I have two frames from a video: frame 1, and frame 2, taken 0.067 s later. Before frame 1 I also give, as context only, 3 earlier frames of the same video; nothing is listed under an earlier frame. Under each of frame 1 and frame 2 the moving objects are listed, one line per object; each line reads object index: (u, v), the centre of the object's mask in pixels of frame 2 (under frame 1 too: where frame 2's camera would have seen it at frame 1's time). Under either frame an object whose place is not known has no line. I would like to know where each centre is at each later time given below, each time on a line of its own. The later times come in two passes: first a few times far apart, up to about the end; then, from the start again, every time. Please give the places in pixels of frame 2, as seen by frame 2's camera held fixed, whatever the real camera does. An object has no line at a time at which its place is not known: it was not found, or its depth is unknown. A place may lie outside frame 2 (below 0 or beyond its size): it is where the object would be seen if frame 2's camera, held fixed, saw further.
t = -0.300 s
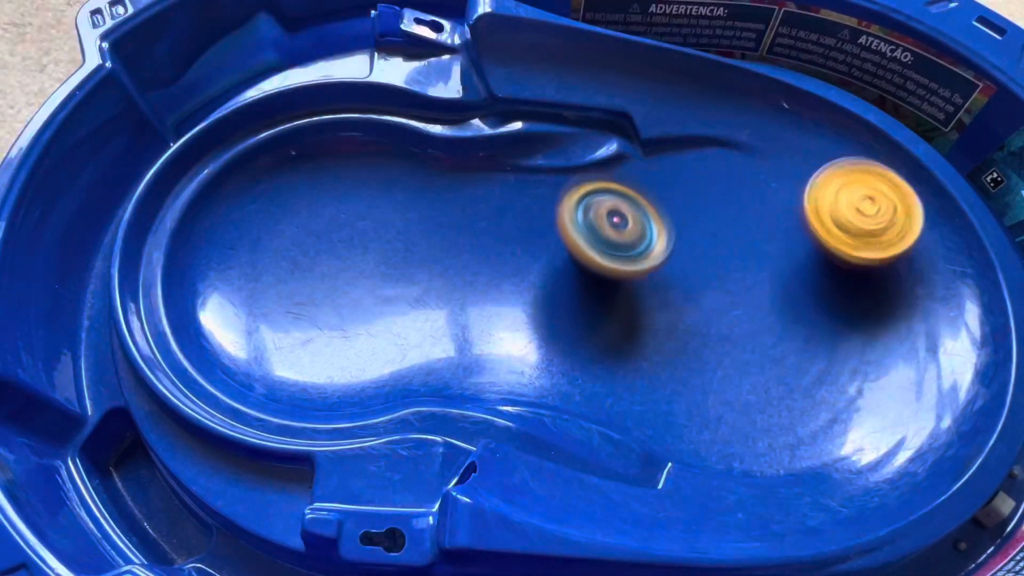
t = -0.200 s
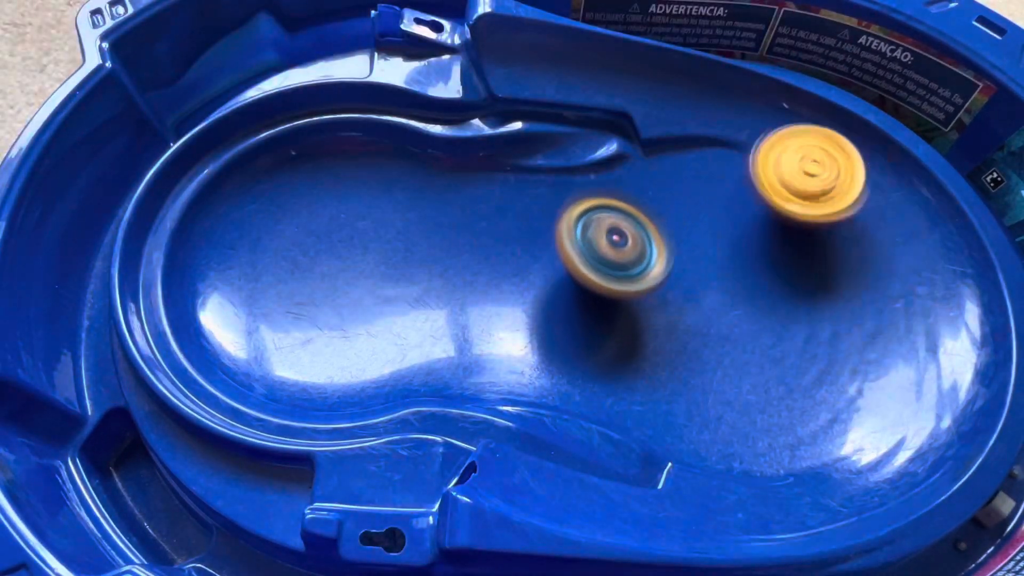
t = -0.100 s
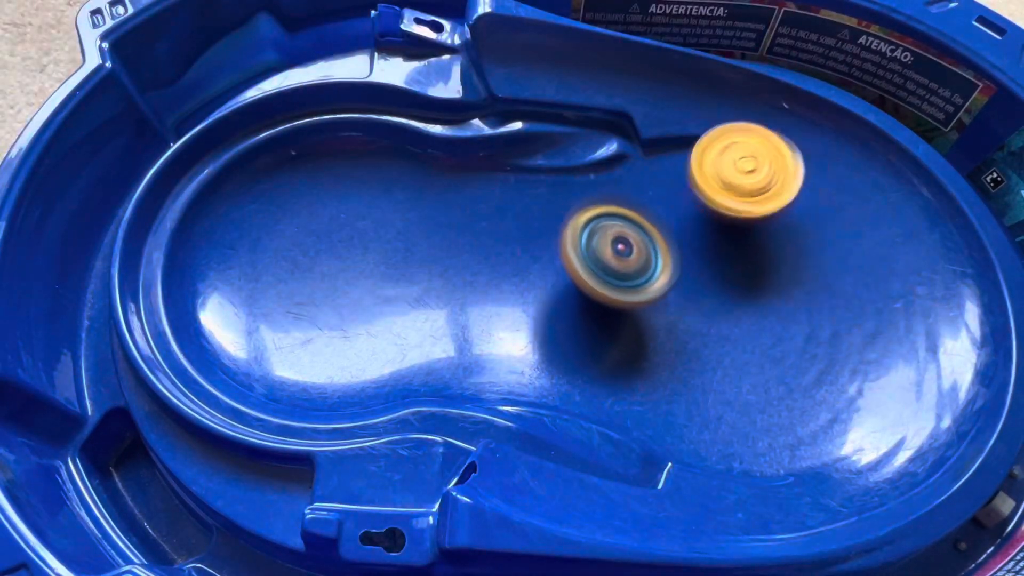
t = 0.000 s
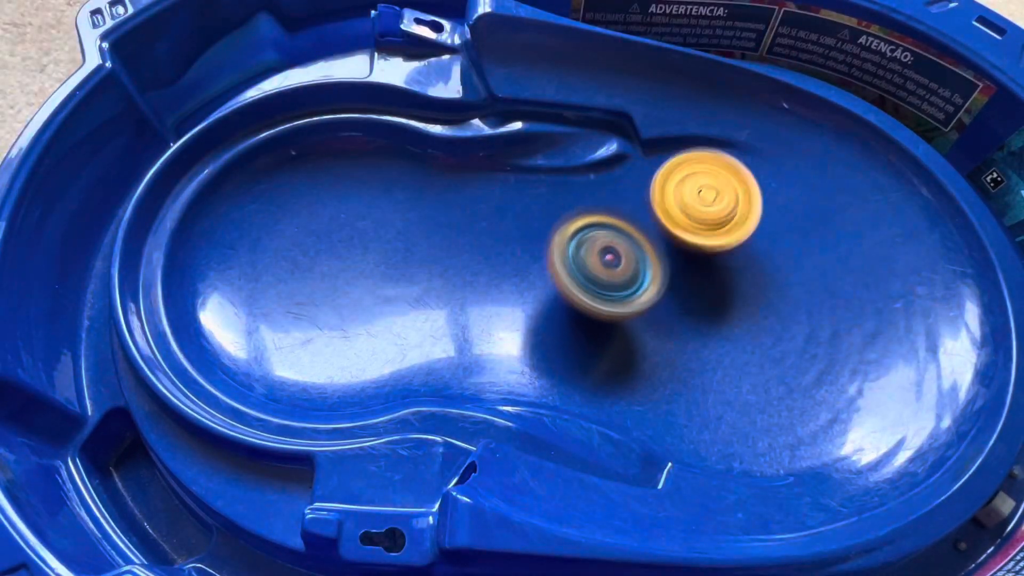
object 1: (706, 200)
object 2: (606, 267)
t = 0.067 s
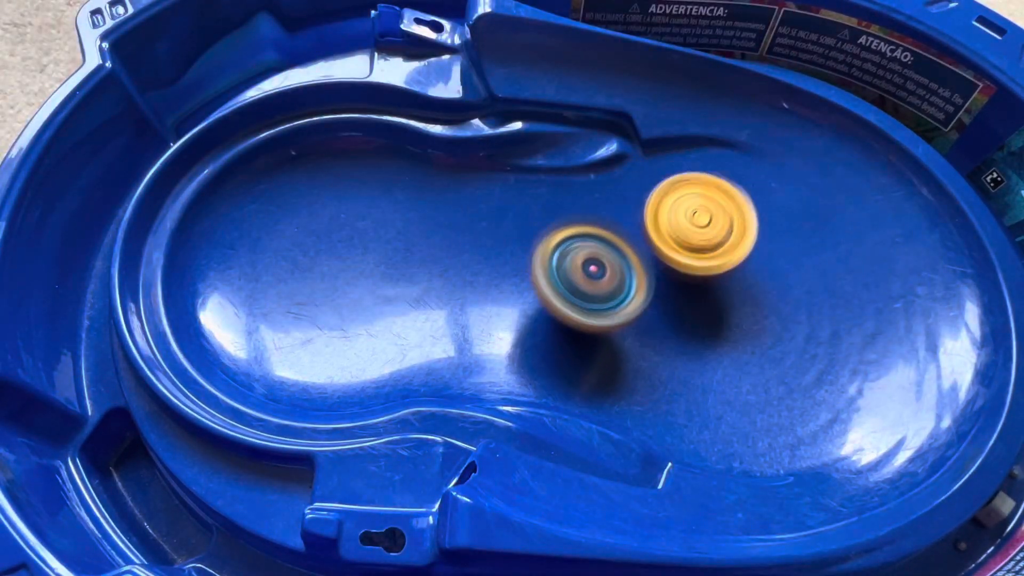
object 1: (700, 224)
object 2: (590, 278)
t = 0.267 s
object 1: (794, 344)
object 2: (531, 239)
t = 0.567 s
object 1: (912, 307)
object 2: (380, 235)
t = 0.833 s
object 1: (705, 270)
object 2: (264, 204)
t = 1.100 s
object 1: (575, 294)
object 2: (323, 226)
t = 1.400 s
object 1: (550, 241)
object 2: (367, 228)
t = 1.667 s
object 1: (539, 230)
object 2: (407, 226)
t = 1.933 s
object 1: (755, 339)
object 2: (392, 246)
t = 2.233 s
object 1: (931, 231)
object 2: (393, 267)
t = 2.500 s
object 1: (725, 224)
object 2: (396, 274)
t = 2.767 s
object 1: (610, 351)
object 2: (394, 268)
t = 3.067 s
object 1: (710, 349)
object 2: (385, 251)
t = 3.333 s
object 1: (744, 196)
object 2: (374, 232)
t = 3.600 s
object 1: (721, 157)
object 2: (363, 215)
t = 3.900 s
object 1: (740, 286)
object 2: (352, 207)
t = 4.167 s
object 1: (832, 391)
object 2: (343, 216)
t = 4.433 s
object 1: (805, 343)
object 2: (341, 237)
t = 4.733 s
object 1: (660, 225)
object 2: (341, 258)
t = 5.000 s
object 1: (588, 212)
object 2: (342, 269)
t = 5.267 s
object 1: (646, 294)
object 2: (341, 271)
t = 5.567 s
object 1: (860, 337)
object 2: (341, 262)
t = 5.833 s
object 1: (866, 256)
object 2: (345, 251)
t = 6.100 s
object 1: (711, 230)
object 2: (351, 241)
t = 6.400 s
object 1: (593, 290)
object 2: (362, 237)
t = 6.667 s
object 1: (620, 303)
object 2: (369, 243)
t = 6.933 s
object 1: (726, 278)
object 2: (372, 255)
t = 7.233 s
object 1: (813, 237)
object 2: (374, 262)
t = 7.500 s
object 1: (789, 253)
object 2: (368, 262)
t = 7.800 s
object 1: (705, 315)
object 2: (361, 249)
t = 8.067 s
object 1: (676, 315)
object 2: (355, 237)
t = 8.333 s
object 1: (701, 254)
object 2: (354, 230)
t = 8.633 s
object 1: (754, 238)
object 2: (356, 230)
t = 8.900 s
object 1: (782, 281)
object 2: (355, 240)
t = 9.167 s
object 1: (757, 321)
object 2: (351, 251)
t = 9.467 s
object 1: (703, 298)
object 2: (344, 258)
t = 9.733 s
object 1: (683, 242)
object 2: (339, 256)
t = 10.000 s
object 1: (717, 252)
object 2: (340, 249)
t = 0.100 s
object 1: (699, 237)
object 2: (589, 280)
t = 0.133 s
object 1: (701, 253)
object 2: (589, 281)
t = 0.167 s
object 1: (708, 269)
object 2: (592, 280)
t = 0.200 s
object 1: (735, 296)
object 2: (570, 264)
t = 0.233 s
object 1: (765, 323)
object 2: (549, 251)
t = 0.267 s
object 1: (794, 344)
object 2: (531, 239)
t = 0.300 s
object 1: (823, 360)
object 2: (517, 230)
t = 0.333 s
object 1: (850, 370)
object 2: (502, 225)
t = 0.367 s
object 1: (876, 376)
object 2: (488, 224)
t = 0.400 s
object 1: (900, 376)
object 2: (473, 227)
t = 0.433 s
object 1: (919, 367)
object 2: (456, 230)
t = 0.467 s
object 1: (930, 355)
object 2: (437, 233)
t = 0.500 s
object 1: (931, 338)
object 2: (418, 236)
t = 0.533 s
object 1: (925, 323)
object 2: (399, 235)
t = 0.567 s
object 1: (912, 307)
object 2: (380, 235)
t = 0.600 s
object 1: (894, 296)
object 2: (361, 233)
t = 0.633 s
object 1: (872, 287)
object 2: (344, 230)
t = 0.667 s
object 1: (847, 281)
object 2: (327, 225)
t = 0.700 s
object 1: (821, 276)
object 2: (310, 219)
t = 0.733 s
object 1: (793, 272)
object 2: (295, 212)
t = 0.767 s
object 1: (763, 270)
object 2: (281, 208)
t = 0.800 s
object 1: (733, 269)
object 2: (271, 205)
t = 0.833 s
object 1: (705, 270)
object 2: (264, 204)
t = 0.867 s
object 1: (679, 274)
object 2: (264, 205)
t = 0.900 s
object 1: (655, 277)
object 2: (267, 208)
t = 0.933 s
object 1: (634, 281)
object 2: (274, 211)
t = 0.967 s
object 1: (616, 286)
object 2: (282, 214)
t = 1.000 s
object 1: (601, 290)
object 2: (293, 216)
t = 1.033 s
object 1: (589, 294)
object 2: (303, 220)
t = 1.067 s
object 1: (582, 296)
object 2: (314, 223)
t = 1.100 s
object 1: (575, 294)
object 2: (323, 226)
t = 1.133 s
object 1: (569, 292)
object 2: (332, 229)
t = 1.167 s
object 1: (565, 289)
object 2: (341, 232)
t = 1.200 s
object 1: (563, 285)
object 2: (348, 233)
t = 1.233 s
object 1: (560, 279)
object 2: (354, 234)
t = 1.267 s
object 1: (558, 272)
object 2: (358, 235)
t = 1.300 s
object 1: (556, 265)
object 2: (361, 235)
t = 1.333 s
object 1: (554, 258)
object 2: (363, 234)
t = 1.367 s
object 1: (551, 249)
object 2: (365, 232)
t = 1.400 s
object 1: (550, 241)
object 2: (367, 228)
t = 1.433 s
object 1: (546, 235)
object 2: (371, 225)
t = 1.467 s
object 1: (545, 229)
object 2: (376, 222)
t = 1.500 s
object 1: (543, 224)
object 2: (381, 220)
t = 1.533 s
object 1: (539, 221)
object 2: (386, 218)
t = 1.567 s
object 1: (538, 219)
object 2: (392, 218)
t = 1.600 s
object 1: (538, 221)
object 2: (397, 220)
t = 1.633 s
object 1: (538, 225)
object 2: (403, 223)
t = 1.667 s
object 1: (539, 230)
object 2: (407, 226)
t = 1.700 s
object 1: (552, 240)
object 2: (401, 228)
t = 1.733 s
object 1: (568, 253)
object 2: (398, 230)
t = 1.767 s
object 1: (592, 269)
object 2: (396, 233)
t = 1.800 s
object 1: (620, 286)
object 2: (395, 235)
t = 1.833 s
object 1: (651, 304)
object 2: (394, 238)
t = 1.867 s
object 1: (686, 316)
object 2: (393, 241)
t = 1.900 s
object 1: (718, 327)
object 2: (393, 244)
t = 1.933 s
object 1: (755, 339)
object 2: (392, 246)
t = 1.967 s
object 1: (791, 341)
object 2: (391, 249)
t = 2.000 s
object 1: (825, 342)
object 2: (391, 252)
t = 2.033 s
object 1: (861, 337)
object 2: (391, 254)
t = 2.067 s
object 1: (887, 328)
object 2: (391, 257)
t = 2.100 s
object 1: (915, 317)
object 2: (392, 259)
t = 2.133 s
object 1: (934, 295)
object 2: (392, 262)
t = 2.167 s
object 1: (943, 274)
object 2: (392, 264)
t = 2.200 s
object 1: (944, 251)
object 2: (393, 266)
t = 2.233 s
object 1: (931, 231)
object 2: (393, 267)
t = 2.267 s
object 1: (916, 217)
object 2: (393, 269)
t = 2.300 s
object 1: (892, 202)
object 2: (394, 270)
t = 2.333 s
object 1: (864, 196)
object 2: (394, 271)
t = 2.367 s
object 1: (837, 193)
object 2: (395, 272)
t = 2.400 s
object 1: (805, 198)
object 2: (395, 273)
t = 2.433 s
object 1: (779, 203)
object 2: (395, 273)
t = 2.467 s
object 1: (750, 212)
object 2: (396, 274)
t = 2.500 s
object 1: (725, 224)
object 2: (396, 274)
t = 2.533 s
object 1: (698, 237)
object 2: (396, 274)
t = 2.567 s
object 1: (676, 255)
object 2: (396, 275)
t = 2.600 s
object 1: (655, 269)
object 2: (396, 274)
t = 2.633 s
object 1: (636, 286)
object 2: (396, 274)
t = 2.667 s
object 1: (624, 302)
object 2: (396, 273)
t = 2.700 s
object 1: (614, 321)
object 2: (395, 272)
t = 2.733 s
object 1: (611, 336)
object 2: (395, 270)
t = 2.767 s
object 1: (610, 351)
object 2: (394, 268)
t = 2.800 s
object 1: (613, 363)
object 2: (393, 267)
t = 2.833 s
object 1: (622, 377)
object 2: (392, 265)
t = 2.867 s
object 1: (634, 384)
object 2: (391, 264)
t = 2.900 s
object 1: (652, 385)
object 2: (390, 262)
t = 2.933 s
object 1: (667, 384)
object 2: (389, 260)
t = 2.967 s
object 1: (680, 384)
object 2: (388, 258)
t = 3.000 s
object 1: (692, 376)
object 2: (387, 256)
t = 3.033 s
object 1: (702, 366)
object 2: (386, 254)
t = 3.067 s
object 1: (710, 349)
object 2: (385, 251)
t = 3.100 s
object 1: (720, 336)
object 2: (385, 249)
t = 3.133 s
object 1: (728, 316)
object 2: (384, 246)
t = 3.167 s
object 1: (736, 297)
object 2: (382, 244)
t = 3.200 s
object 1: (740, 274)
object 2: (380, 241)
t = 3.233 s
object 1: (744, 256)
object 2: (378, 239)
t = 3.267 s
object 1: (745, 232)
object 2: (377, 237)
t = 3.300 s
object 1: (747, 215)
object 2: (375, 234)
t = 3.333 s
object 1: (744, 196)
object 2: (374, 232)
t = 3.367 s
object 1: (744, 183)
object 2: (372, 229)
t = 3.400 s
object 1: (740, 169)
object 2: (371, 227)
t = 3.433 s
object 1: (738, 159)
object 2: (369, 225)
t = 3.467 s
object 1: (731, 153)
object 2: (368, 222)
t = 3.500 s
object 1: (730, 151)
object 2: (367, 220)
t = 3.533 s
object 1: (726, 149)
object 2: (365, 218)
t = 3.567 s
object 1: (723, 152)
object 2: (364, 216)
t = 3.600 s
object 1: (721, 157)
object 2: (363, 215)
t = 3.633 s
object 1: (719, 163)
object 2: (361, 213)
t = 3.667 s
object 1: (716, 170)
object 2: (360, 212)
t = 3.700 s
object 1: (715, 182)
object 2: (359, 211)
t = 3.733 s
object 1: (715, 197)
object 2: (358, 210)
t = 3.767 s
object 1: (719, 212)
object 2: (357, 209)
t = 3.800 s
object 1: (720, 229)
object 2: (356, 208)
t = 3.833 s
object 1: (725, 248)
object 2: (354, 208)
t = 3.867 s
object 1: (733, 270)
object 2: (353, 207)
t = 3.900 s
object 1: (740, 286)
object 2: (352, 207)
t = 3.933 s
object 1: (750, 308)
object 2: (350, 207)
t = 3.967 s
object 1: (762, 327)
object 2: (349, 207)
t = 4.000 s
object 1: (778, 343)
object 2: (348, 207)
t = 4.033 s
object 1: (789, 358)
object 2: (346, 209)
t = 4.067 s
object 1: (802, 372)
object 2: (345, 211)
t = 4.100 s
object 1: (816, 381)
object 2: (344, 213)
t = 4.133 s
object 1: (825, 386)
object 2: (343, 214)
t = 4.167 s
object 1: (832, 391)
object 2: (343, 216)
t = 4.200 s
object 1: (841, 393)
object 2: (342, 219)
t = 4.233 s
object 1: (839, 389)
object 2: (342, 222)
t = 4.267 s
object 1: (836, 383)
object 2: (342, 224)
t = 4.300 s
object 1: (837, 379)
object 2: (341, 227)
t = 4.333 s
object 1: (834, 372)
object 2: (342, 229)
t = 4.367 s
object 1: (826, 364)
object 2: (341, 232)
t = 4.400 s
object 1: (817, 356)
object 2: (341, 234)
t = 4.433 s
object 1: (805, 343)
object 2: (341, 237)
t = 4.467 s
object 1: (792, 330)
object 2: (341, 239)
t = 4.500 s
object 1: (777, 318)
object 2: (340, 242)
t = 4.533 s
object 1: (761, 302)
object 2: (341, 245)
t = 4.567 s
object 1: (746, 288)
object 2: (340, 247)
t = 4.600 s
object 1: (727, 274)
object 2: (340, 250)
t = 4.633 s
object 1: (711, 259)
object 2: (341, 252)
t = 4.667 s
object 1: (693, 247)
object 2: (341, 254)
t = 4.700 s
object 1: (674, 234)
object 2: (341, 256)
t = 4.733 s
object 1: (660, 225)
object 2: (341, 258)
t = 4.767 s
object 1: (645, 217)
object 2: (341, 260)
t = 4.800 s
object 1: (630, 210)
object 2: (341, 261)
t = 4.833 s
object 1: (620, 207)
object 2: (341, 262)
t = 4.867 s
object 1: (611, 205)
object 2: (341, 264)
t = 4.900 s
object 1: (601, 204)
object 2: (341, 265)
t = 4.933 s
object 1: (597, 207)
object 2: (341, 266)
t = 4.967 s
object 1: (591, 208)
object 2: (341, 268)
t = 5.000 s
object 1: (588, 212)
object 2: (342, 269)
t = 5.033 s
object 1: (587, 218)
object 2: (341, 270)
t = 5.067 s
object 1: (586, 222)
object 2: (342, 271)
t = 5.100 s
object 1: (588, 231)
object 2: (342, 270)
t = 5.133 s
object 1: (593, 243)
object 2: (341, 271)
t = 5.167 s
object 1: (600, 252)
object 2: (341, 272)
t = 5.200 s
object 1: (613, 267)
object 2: (341, 272)
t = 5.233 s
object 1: (630, 283)
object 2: (341, 272)
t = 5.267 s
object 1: (646, 294)
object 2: (341, 271)
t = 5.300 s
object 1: (671, 309)
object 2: (340, 271)
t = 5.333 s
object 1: (697, 322)
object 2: (340, 271)
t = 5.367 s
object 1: (718, 331)
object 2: (340, 270)
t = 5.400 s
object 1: (745, 339)
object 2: (340, 269)
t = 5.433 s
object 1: (773, 344)
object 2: (339, 268)
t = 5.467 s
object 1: (795, 346)
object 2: (340, 267)
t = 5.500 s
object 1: (820, 345)
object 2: (340, 265)
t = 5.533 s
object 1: (844, 341)
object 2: (340, 264)
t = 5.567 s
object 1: (860, 337)
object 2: (341, 262)
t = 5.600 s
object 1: (876, 326)
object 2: (341, 261)
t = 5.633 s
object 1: (887, 316)
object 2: (342, 260)
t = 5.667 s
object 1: (892, 308)
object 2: (341, 259)
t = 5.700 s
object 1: (894, 295)
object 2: (342, 257)
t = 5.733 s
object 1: (892, 283)
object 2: (342, 255)
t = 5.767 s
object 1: (887, 275)
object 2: (343, 254)
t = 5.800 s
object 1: (878, 265)
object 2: (344, 252)
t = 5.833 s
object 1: (866, 256)
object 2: (345, 251)
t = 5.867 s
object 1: (853, 249)
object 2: (346, 249)
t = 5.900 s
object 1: (837, 243)
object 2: (346, 248)
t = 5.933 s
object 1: (817, 237)
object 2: (347, 247)
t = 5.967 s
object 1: (799, 232)
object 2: (348, 246)
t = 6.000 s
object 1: (777, 229)
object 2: (349, 244)
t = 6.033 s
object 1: (756, 229)
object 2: (350, 243)
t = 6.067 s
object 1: (733, 228)
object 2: (351, 242)
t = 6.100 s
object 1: (711, 230)
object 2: (351, 241)
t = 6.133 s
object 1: (693, 235)
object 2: (353, 240)
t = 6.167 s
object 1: (672, 239)
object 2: (353, 240)
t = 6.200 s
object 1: (650, 245)
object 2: (355, 238)
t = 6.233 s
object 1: (635, 252)
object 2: (356, 238)
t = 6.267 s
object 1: (620, 259)
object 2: (357, 237)
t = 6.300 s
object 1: (608, 268)
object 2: (358, 237)
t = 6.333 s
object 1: (600, 277)
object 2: (360, 237)
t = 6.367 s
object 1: (595, 284)
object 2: (360, 237)
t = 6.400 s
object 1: (593, 290)
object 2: (362, 237)
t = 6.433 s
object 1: (592, 292)
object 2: (363, 238)
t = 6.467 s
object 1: (594, 299)
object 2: (364, 238)
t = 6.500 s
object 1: (595, 297)
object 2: (365, 239)
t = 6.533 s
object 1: (596, 297)
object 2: (366, 239)
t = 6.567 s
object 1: (602, 299)
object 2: (367, 240)
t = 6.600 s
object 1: (605, 301)
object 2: (368, 241)
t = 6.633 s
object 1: (610, 302)
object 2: (368, 242)
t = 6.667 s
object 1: (620, 303)
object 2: (369, 243)
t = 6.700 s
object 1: (628, 301)
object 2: (369, 245)
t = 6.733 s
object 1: (640, 302)
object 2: (369, 246)
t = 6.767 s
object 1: (654, 300)
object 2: (370, 247)
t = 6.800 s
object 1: (666, 298)
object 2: (370, 249)
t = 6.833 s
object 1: (682, 295)
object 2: (371, 250)
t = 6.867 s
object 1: (696, 288)
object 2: (371, 252)
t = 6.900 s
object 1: (712, 284)
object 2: (372, 253)
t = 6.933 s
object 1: (726, 278)
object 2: (372, 255)
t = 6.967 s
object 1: (738, 273)
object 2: (373, 255)
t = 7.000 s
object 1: (752, 267)
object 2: (374, 257)
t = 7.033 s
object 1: (762, 258)
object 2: (373, 257)
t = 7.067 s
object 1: (775, 254)
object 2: (375, 258)
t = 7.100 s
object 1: (786, 248)
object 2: (374, 259)
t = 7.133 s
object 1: (793, 244)
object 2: (375, 259)
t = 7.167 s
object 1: (801, 241)
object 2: (375, 261)
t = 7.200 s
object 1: (806, 236)
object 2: (374, 261)
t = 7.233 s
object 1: (813, 237)
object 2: (374, 262)
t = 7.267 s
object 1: (814, 235)
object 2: (373, 263)
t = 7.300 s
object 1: (813, 237)
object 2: (373, 263)
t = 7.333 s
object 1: (810, 234)
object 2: (372, 264)
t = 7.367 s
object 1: (808, 235)
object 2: (372, 263)
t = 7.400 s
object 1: (808, 240)
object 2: (371, 264)
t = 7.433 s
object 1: (801, 242)
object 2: (370, 263)
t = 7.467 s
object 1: (796, 248)
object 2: (369, 262)
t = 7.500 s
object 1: (789, 253)
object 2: (368, 262)
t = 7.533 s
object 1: (779, 260)
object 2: (367, 260)
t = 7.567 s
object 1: (772, 267)
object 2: (366, 260)
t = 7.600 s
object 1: (761, 273)
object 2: (365, 258)
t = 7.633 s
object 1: (751, 282)
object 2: (365, 256)
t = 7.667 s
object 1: (740, 289)
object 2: (363, 256)
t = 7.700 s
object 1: (729, 297)
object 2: (363, 254)
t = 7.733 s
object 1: (721, 304)
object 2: (362, 252)
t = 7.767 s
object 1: (710, 309)
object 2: (361, 251)
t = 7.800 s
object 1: (705, 315)
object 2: (361, 249)
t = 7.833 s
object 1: (696, 319)
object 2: (360, 248)
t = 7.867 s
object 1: (691, 324)
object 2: (359, 246)
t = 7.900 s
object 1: (686, 324)
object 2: (359, 245)
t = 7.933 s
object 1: (681, 326)
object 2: (357, 243)
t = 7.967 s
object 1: (679, 323)
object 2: (357, 241)
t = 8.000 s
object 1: (677, 322)
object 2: (357, 240)
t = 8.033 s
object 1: (677, 319)
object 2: (355, 239)
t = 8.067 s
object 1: (676, 315)
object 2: (355, 237)
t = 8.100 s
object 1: (679, 311)
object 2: (355, 236)
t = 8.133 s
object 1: (680, 304)
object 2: (354, 235)
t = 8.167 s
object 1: (683, 298)
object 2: (355, 233)
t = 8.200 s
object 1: (688, 289)
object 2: (355, 233)
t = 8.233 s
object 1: (690, 281)
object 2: (354, 232)
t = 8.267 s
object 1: (694, 272)
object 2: (355, 231)
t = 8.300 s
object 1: (696, 261)
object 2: (355, 231)
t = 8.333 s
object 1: (701, 254)
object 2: (354, 230)
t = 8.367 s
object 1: (704, 246)
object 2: (355, 229)
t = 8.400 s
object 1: (710, 243)
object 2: (355, 229)
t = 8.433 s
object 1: (716, 238)
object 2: (355, 229)
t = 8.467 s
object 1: (722, 236)
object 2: (356, 228)
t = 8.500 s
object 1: (729, 233)
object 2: (356, 228)
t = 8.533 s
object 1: (735, 234)
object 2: (356, 228)
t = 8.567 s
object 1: (742, 234)
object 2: (356, 229)
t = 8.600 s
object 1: (747, 235)
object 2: (356, 229)
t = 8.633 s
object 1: (754, 238)
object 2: (356, 230)
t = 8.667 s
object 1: (759, 239)
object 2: (357, 230)
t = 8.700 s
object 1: (765, 245)
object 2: (357, 232)
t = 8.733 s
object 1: (769, 248)
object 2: (356, 233)
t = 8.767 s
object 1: (774, 255)
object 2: (356, 234)
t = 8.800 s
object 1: (777, 259)
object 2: (357, 235)
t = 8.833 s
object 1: (779, 267)
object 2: (356, 237)
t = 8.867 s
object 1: (783, 273)
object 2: (355, 238)
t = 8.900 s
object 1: (782, 281)
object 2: (355, 240)
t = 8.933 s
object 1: (784, 287)
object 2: (355, 242)
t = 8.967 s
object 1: (781, 294)
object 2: (353, 243)
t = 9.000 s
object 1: (781, 301)
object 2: (353, 244)
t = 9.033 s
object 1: (775, 306)
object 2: (353, 246)
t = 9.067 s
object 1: (774, 312)
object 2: (352, 247)
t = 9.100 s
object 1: (767, 315)
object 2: (351, 248)
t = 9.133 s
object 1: (764, 320)
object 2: (351, 249)
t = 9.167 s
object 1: (757, 321)
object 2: (351, 251)
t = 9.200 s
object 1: (752, 324)
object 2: (349, 252)
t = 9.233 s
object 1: (745, 323)
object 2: (349, 253)
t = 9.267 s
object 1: (739, 324)
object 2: (349, 254)
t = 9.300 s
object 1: (732, 321)
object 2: (348, 255)
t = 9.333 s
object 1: (726, 320)
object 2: (347, 255)
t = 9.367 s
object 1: (720, 314)
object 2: (347, 256)
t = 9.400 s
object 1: (713, 311)
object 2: (346, 257)
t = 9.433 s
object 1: (709, 304)
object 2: (344, 258)
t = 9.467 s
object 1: (703, 298)
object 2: (344, 258)
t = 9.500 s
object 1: (701, 290)
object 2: (343, 258)
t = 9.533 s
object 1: (696, 283)
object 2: (343, 258)
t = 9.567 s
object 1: (694, 274)
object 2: (342, 258)
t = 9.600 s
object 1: (689, 266)
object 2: (341, 257)
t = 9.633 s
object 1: (688, 258)
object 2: (341, 257)
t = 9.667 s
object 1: (683, 252)
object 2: (341, 257)
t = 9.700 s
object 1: (685, 246)
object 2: (340, 257)
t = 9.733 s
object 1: (683, 242)
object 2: (339, 256)
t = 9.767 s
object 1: (686, 238)
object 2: (340, 255)
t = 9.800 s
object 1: (687, 238)
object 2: (340, 255)
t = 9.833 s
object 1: (691, 238)
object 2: (339, 254)
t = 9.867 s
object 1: (694, 237)
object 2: (339, 252)
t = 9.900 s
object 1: (700, 239)
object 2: (340, 251)
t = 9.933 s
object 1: (704, 244)
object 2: (340, 251)
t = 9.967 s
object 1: (711, 247)
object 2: (340, 250)
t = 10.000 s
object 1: (717, 252)
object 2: (340, 249)
